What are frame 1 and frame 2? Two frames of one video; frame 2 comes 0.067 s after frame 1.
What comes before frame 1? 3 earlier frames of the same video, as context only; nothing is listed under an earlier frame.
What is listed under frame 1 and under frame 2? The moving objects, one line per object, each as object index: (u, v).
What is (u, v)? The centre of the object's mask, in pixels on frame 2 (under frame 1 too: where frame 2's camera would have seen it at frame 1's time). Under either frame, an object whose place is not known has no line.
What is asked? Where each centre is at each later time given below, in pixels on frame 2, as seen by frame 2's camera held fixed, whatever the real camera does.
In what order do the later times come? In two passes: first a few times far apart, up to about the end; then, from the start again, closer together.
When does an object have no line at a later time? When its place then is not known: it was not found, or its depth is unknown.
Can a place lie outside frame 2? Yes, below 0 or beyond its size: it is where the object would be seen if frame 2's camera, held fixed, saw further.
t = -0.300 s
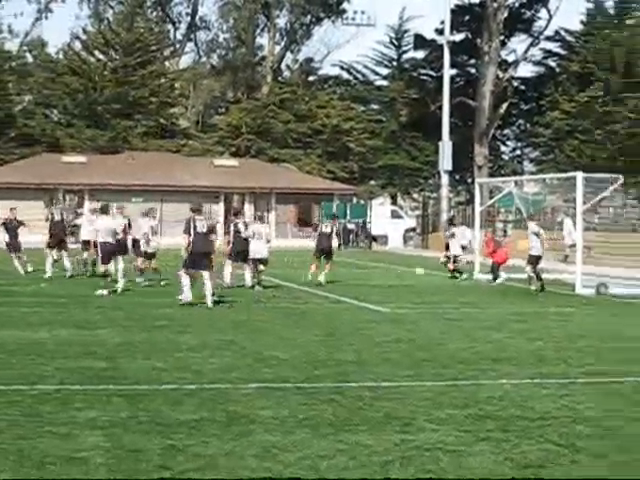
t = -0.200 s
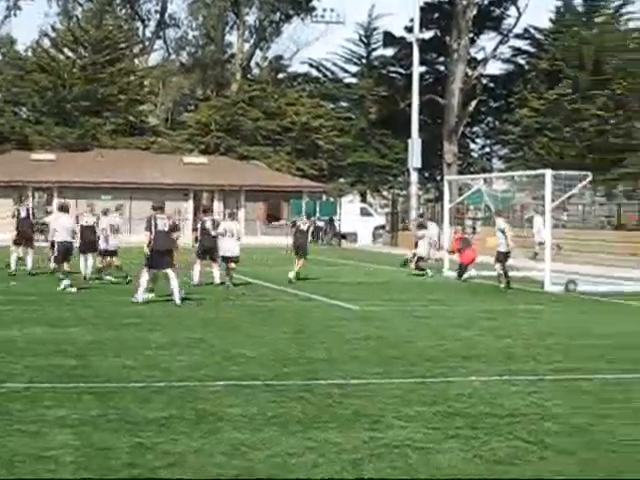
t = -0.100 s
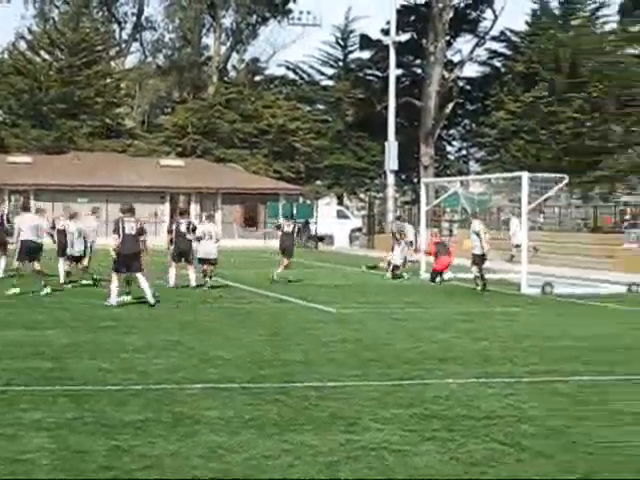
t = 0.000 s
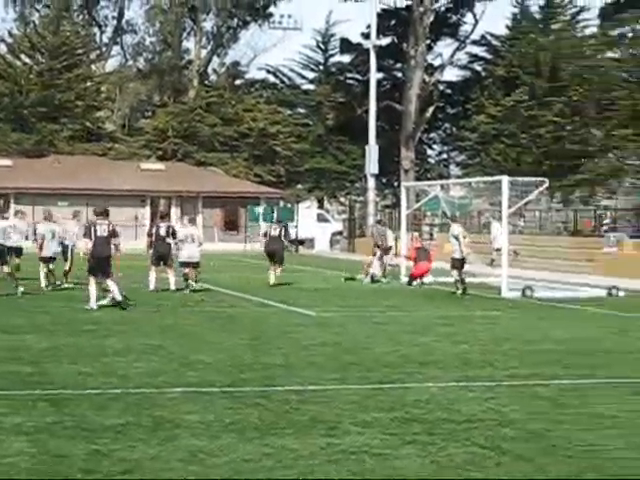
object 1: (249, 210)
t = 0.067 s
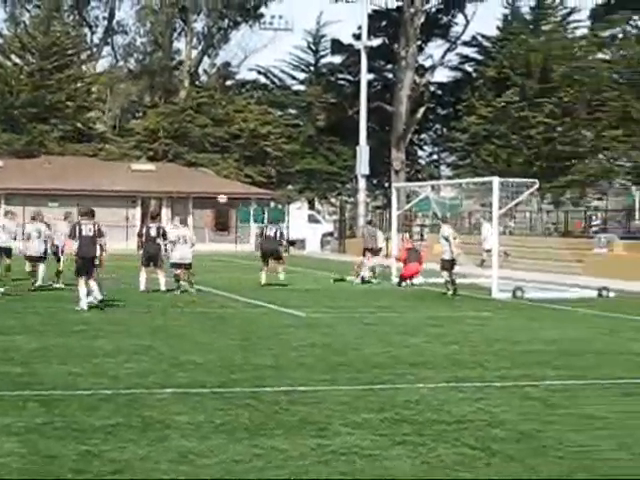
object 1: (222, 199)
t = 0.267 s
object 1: (135, 167)
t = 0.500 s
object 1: (39, 150)
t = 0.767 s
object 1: (-76, 154)
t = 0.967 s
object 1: (-168, 177)
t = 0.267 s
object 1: (135, 167)
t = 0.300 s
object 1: (125, 164)
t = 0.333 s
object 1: (109, 161)
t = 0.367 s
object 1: (96, 158)
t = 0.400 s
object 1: (81, 155)
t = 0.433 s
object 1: (67, 153)
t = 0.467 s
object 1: (53, 152)
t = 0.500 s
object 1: (39, 150)
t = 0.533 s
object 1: (25, 149)
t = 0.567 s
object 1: (11, 149)
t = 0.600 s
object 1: (-4, 148)
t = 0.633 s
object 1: (-18, 148)
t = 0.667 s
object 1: (-33, 149)
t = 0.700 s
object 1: (-47, 150)
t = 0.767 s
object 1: (-76, 154)
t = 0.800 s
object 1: (-90, 156)
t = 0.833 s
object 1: (-106, 159)
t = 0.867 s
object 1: (-121, 163)
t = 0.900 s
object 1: (-136, 167)
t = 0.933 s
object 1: (-152, 171)
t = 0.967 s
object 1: (-168, 177)
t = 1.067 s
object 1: (-217, 195)
